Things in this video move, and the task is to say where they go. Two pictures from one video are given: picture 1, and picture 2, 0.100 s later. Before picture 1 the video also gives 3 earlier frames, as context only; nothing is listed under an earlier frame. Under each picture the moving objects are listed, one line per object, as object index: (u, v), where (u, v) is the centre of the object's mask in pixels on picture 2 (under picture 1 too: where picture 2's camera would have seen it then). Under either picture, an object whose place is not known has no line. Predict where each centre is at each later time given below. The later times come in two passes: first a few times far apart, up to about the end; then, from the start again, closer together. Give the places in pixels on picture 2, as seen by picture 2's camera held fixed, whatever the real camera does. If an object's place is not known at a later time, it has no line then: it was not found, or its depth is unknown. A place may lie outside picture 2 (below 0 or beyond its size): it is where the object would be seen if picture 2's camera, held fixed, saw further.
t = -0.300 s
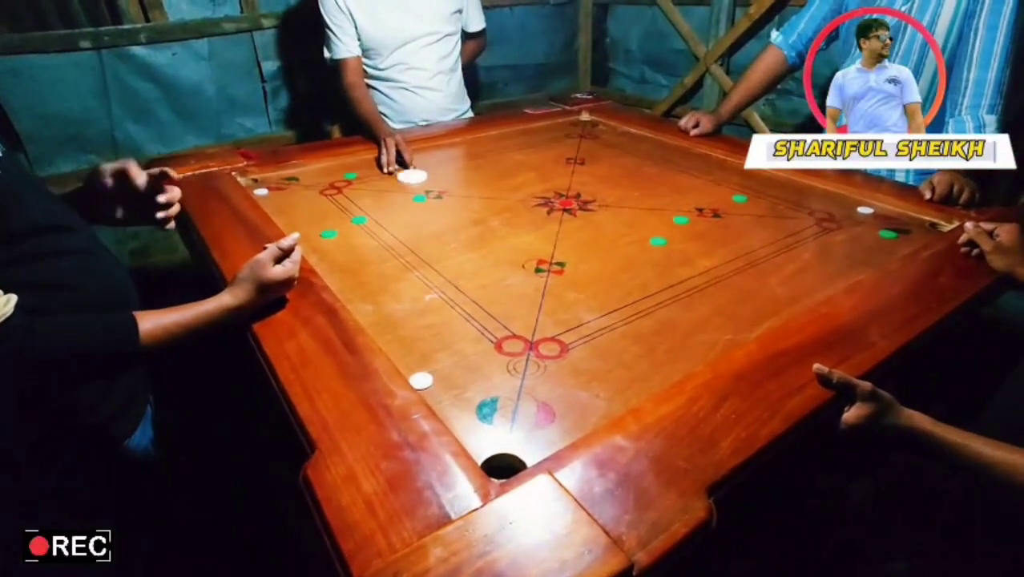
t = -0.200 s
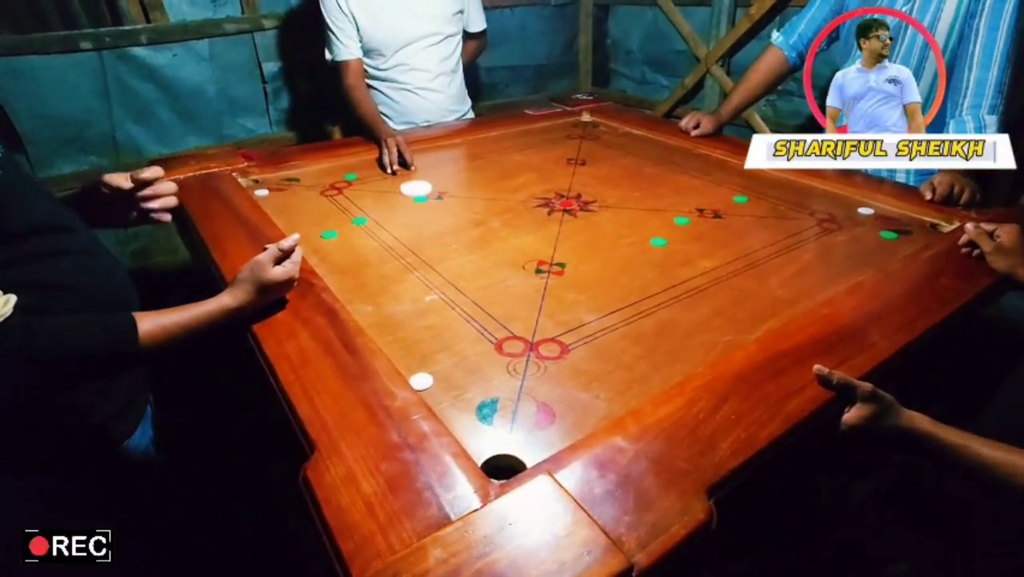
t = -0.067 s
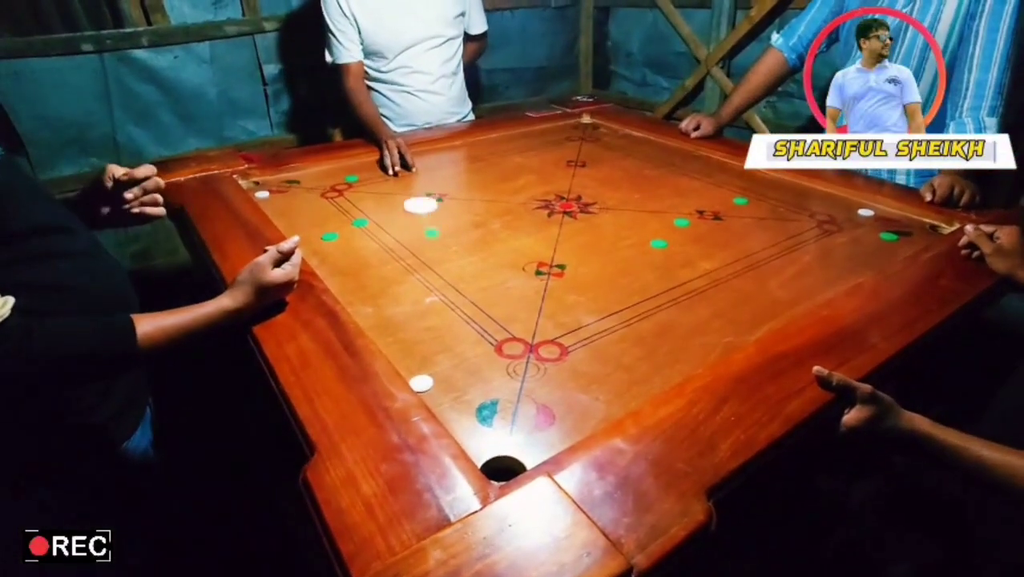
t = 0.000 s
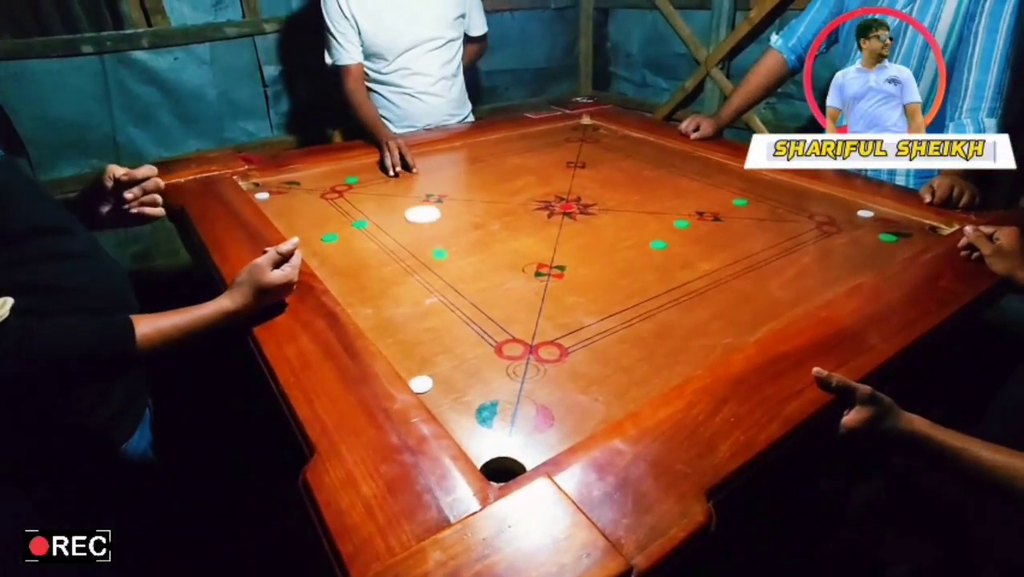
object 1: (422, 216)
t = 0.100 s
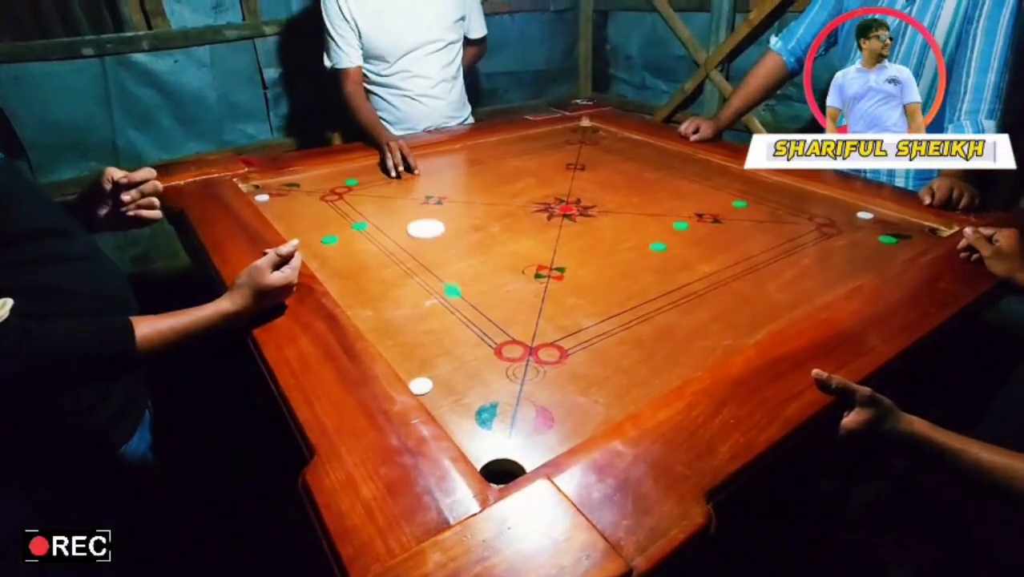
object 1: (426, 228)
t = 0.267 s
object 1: (432, 251)
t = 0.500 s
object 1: (444, 286)
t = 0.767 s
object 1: (459, 330)
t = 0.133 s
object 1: (427, 233)
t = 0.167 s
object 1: (429, 237)
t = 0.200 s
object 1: (430, 241)
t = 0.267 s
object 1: (432, 251)
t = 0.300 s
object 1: (434, 256)
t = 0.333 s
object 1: (436, 260)
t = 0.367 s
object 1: (437, 265)
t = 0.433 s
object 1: (440, 275)
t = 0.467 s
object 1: (442, 281)
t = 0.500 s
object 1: (444, 286)
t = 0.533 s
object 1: (445, 291)
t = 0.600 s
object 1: (449, 302)
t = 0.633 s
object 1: (451, 307)
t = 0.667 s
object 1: (453, 313)
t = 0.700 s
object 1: (455, 319)
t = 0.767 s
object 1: (459, 330)
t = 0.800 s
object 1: (461, 336)
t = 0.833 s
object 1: (463, 341)
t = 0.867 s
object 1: (465, 346)
